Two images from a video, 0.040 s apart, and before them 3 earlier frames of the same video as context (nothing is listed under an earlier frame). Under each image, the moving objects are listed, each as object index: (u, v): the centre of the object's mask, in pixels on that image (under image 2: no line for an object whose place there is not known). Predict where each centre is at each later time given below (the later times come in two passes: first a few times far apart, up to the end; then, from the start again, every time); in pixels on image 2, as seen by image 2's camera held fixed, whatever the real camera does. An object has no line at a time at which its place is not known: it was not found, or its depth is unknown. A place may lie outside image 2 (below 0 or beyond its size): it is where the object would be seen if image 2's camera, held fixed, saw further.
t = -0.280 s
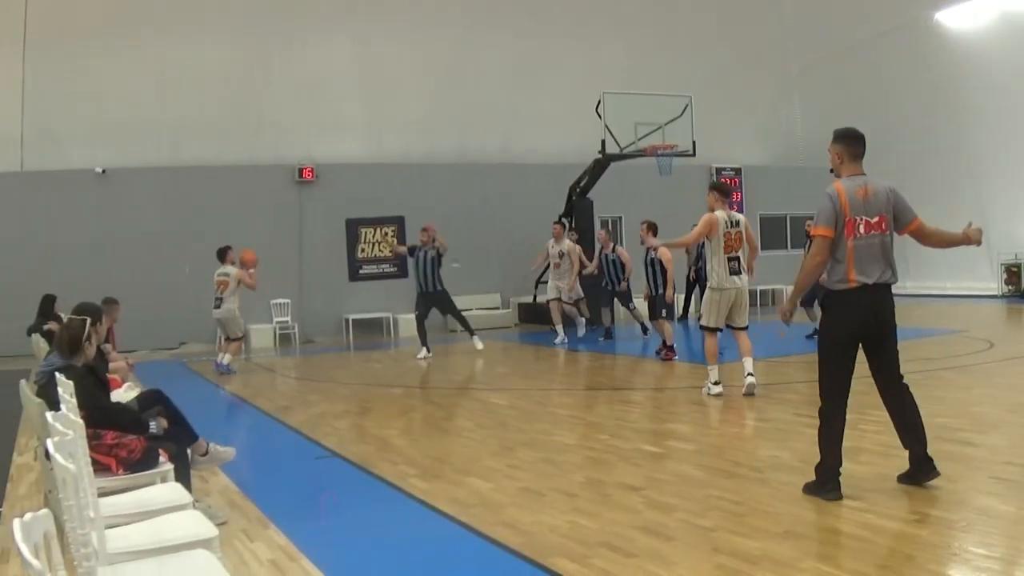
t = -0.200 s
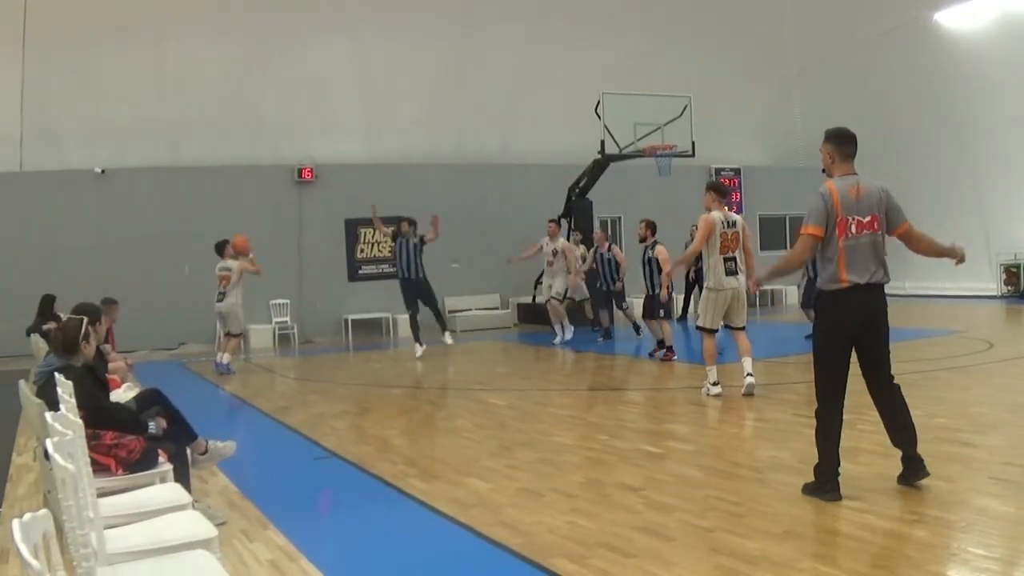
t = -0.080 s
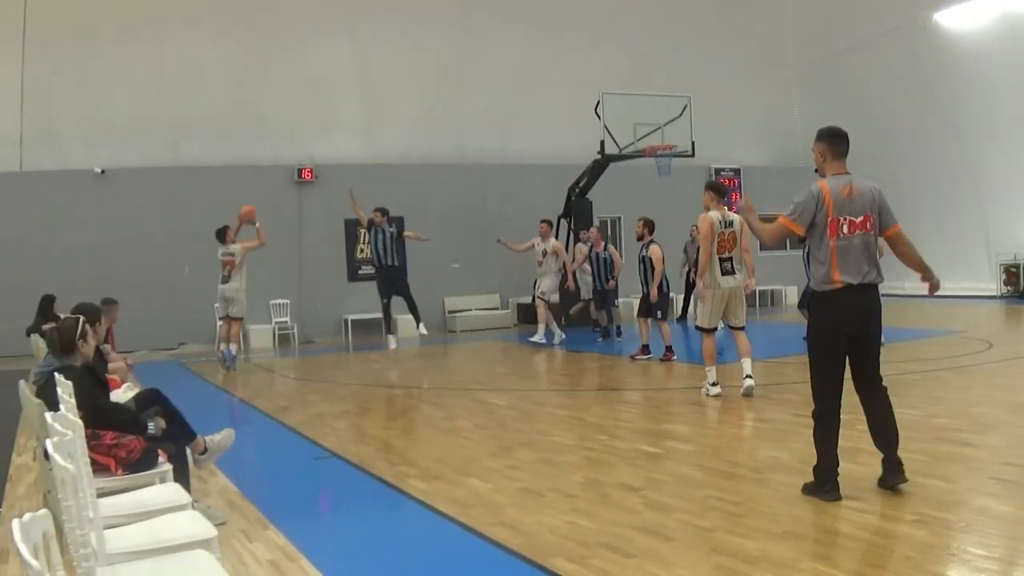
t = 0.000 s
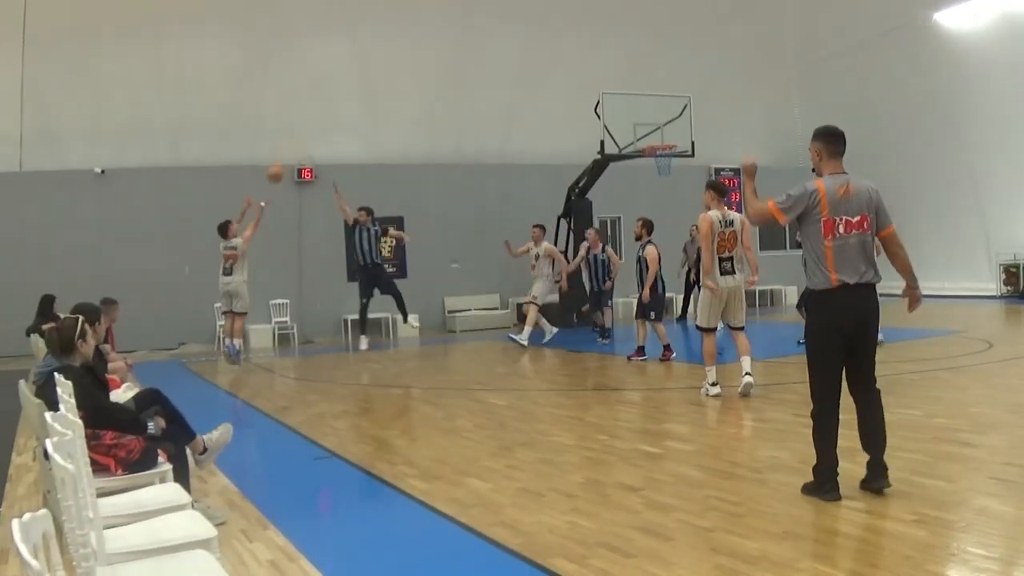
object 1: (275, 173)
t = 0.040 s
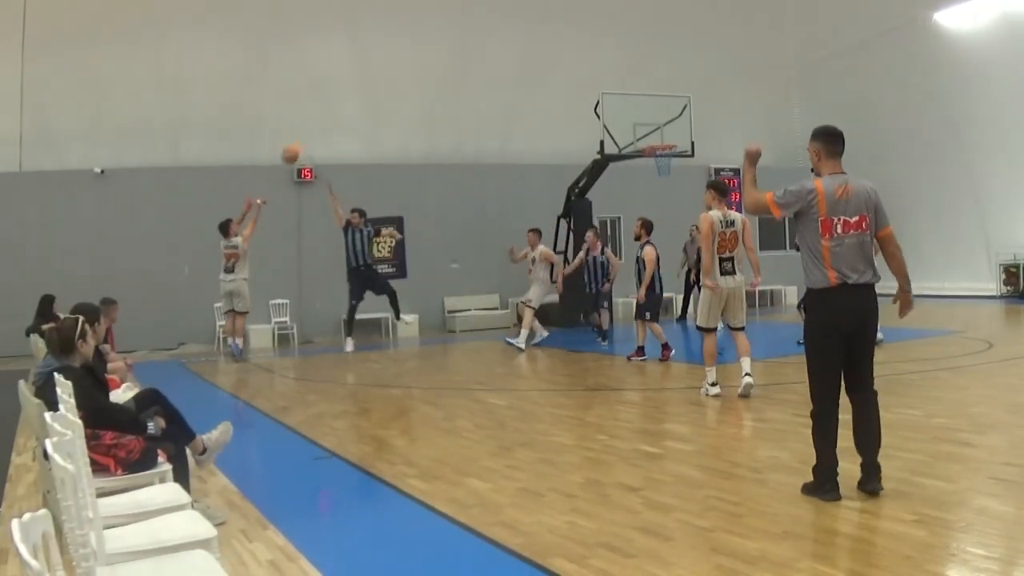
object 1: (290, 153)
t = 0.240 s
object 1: (366, 82)
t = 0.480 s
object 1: (449, 40)
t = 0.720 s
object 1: (526, 36)
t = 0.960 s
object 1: (597, 67)
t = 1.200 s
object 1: (664, 130)
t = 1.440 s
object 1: (644, 105)
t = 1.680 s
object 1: (624, 95)
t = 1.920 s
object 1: (616, 120)
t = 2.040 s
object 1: (613, 146)
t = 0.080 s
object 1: (306, 137)
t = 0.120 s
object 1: (321, 120)
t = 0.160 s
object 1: (336, 106)
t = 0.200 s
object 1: (350, 93)
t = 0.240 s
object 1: (366, 82)
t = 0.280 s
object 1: (379, 72)
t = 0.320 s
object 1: (394, 64)
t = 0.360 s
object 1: (408, 56)
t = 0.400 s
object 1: (422, 49)
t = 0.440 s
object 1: (435, 43)
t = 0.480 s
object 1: (449, 40)
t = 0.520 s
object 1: (462, 36)
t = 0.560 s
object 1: (475, 34)
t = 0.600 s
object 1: (488, 33)
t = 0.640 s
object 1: (501, 33)
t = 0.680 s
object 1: (514, 34)
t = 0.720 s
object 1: (526, 36)
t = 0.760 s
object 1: (539, 39)
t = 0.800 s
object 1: (551, 43)
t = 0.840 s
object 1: (563, 47)
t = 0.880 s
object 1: (575, 53)
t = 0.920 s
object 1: (586, 60)
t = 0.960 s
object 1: (597, 67)
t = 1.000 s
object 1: (609, 75)
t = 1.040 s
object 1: (621, 85)
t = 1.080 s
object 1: (632, 95)
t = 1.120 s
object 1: (642, 106)
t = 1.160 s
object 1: (653, 118)
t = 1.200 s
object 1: (664, 130)
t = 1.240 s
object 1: (670, 136)
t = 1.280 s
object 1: (665, 129)
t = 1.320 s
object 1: (660, 121)
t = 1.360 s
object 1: (654, 115)
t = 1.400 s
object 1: (649, 109)
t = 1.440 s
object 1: (644, 105)
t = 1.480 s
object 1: (638, 100)
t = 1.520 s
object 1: (634, 97)
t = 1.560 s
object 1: (629, 95)
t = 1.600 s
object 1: (627, 94)
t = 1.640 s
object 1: (626, 94)
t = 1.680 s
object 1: (624, 95)
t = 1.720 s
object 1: (623, 96)
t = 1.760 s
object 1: (622, 99)
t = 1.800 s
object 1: (620, 103)
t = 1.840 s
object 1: (619, 108)
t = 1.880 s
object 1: (618, 113)
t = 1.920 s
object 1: (616, 120)
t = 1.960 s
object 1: (615, 127)
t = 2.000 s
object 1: (614, 136)
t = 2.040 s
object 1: (613, 146)
